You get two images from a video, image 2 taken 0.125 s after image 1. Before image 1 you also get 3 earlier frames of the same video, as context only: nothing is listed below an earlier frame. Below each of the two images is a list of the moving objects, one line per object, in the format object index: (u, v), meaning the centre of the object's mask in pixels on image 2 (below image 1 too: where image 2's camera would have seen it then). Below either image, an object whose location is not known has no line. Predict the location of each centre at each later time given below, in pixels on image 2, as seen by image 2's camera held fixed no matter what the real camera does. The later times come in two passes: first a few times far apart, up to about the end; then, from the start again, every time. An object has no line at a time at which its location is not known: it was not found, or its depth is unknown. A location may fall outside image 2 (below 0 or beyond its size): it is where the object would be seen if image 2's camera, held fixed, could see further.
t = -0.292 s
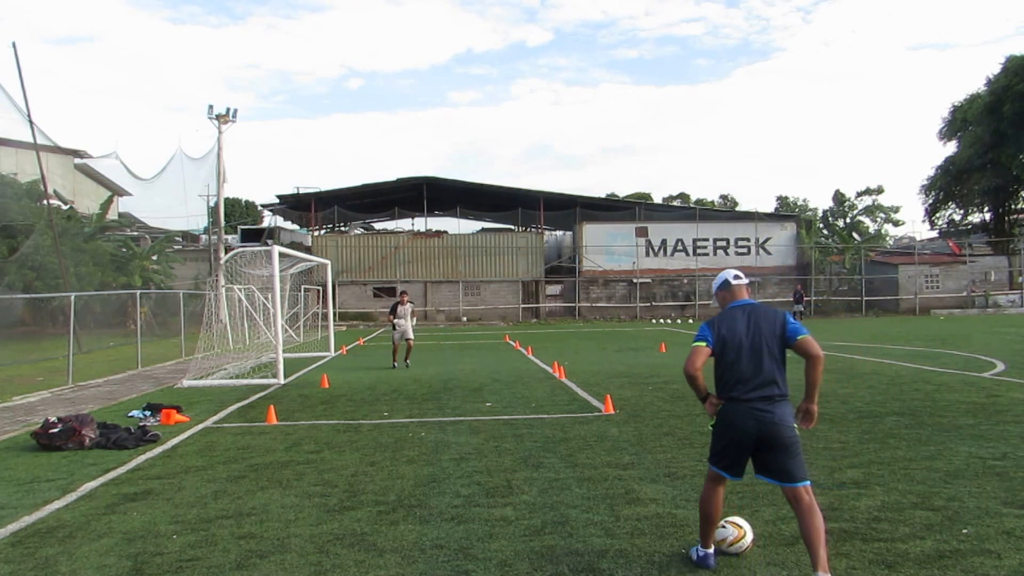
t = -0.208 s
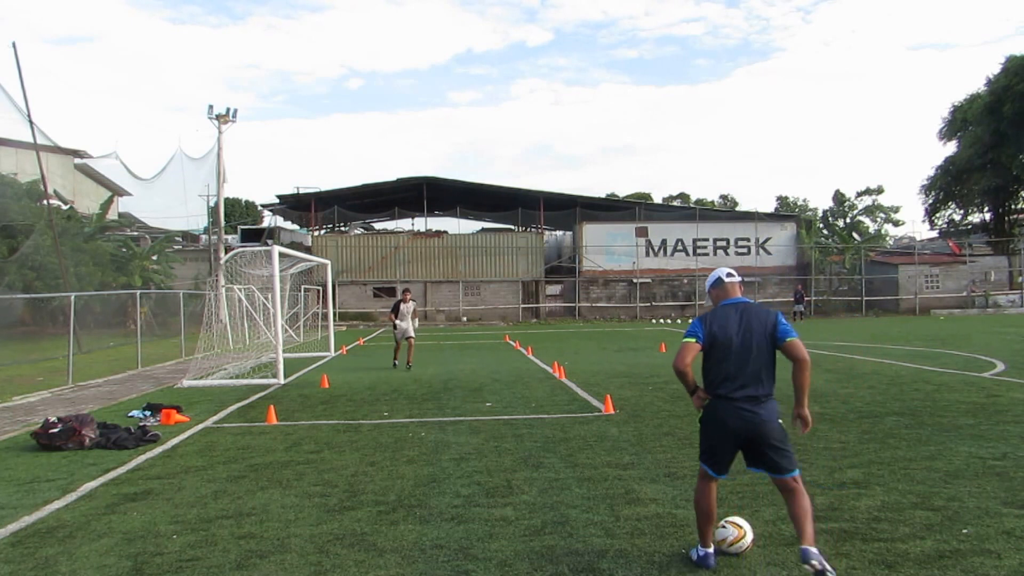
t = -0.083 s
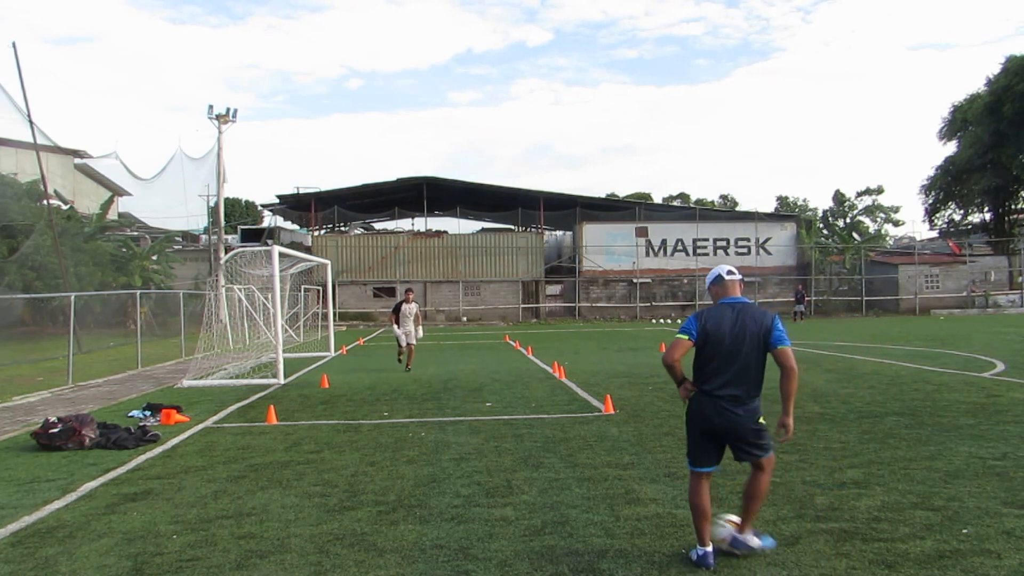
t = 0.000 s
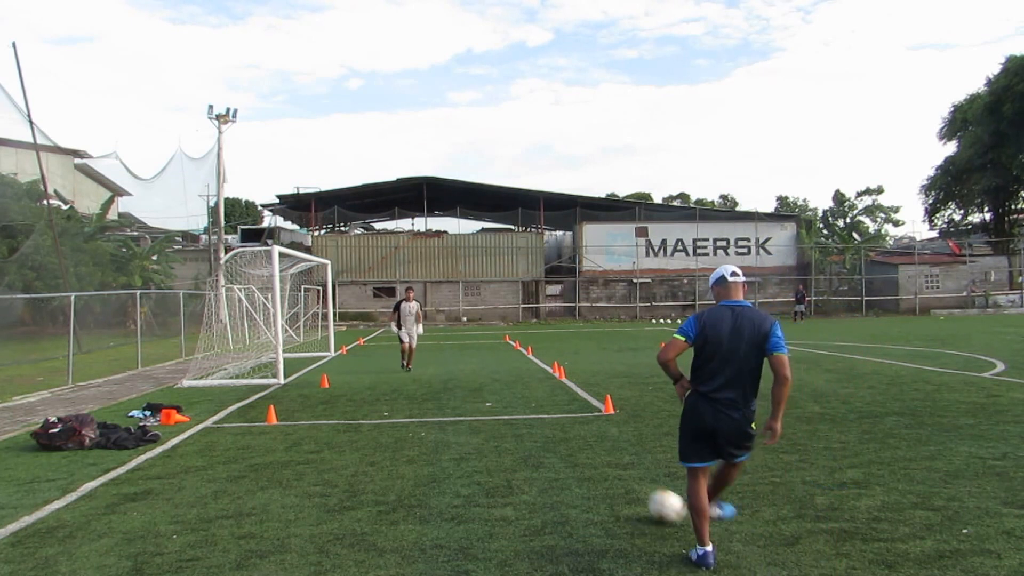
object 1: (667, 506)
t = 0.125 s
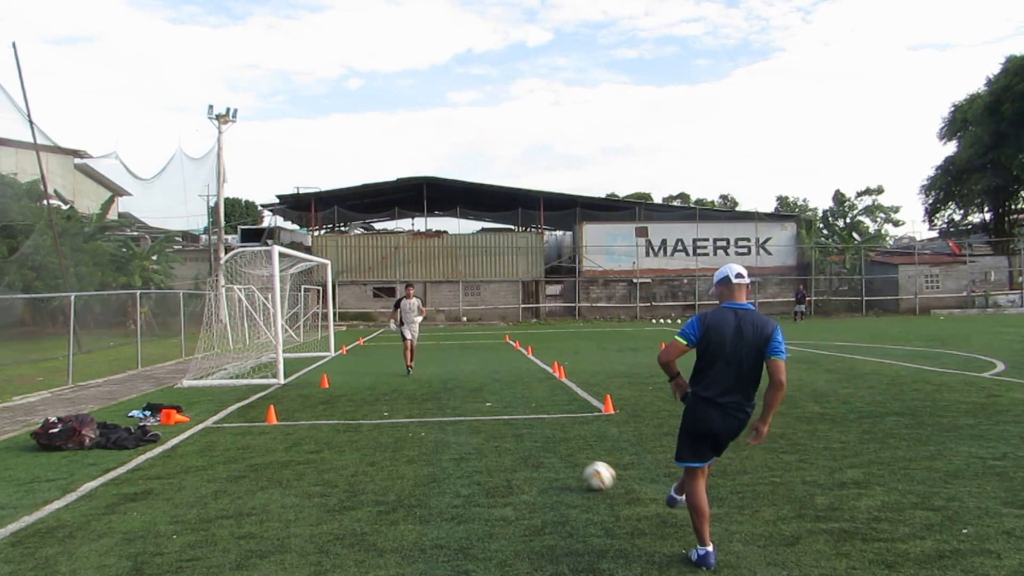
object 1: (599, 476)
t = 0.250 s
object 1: (553, 456)
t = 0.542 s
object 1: (488, 428)
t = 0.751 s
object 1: (455, 416)
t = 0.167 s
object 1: (582, 469)
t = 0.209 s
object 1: (567, 460)
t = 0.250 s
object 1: (553, 456)
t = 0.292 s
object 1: (541, 450)
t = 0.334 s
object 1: (531, 444)
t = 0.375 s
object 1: (521, 439)
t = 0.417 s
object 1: (512, 438)
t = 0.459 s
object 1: (503, 435)
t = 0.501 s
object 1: (496, 430)
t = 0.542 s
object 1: (488, 428)
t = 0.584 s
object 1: (481, 427)
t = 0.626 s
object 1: (474, 424)
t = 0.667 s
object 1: (468, 421)
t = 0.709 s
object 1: (462, 419)
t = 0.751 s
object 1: (455, 416)
